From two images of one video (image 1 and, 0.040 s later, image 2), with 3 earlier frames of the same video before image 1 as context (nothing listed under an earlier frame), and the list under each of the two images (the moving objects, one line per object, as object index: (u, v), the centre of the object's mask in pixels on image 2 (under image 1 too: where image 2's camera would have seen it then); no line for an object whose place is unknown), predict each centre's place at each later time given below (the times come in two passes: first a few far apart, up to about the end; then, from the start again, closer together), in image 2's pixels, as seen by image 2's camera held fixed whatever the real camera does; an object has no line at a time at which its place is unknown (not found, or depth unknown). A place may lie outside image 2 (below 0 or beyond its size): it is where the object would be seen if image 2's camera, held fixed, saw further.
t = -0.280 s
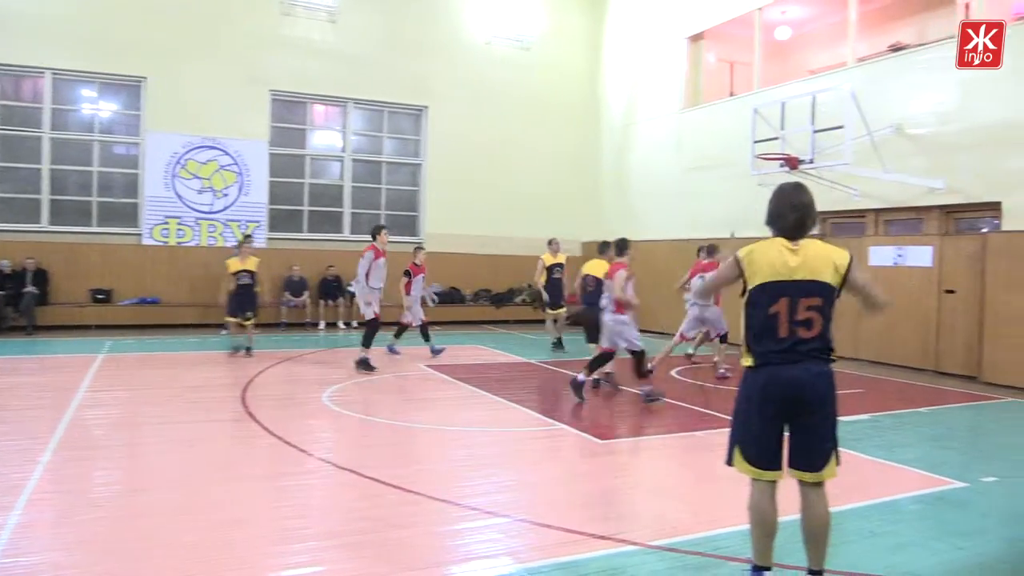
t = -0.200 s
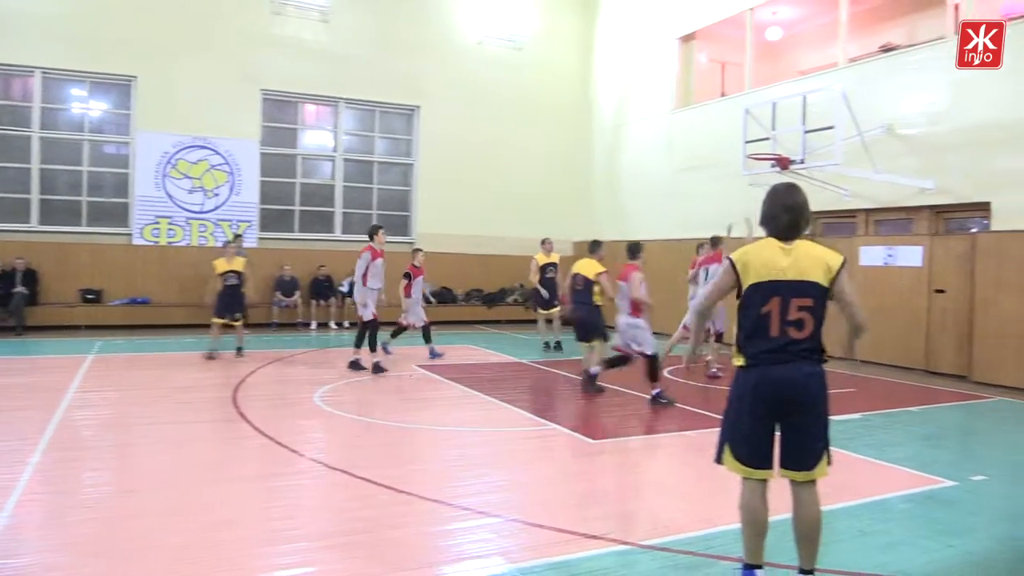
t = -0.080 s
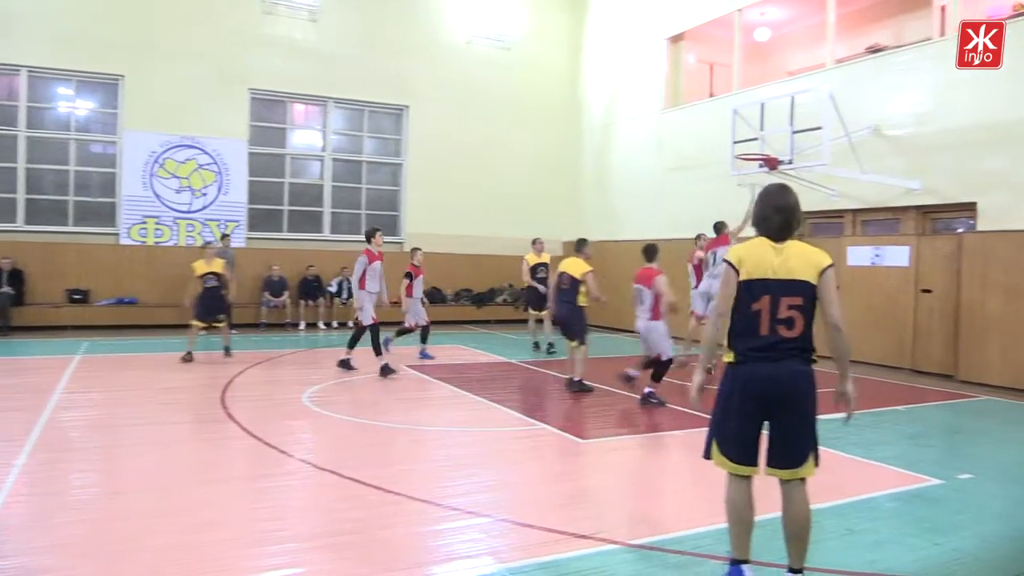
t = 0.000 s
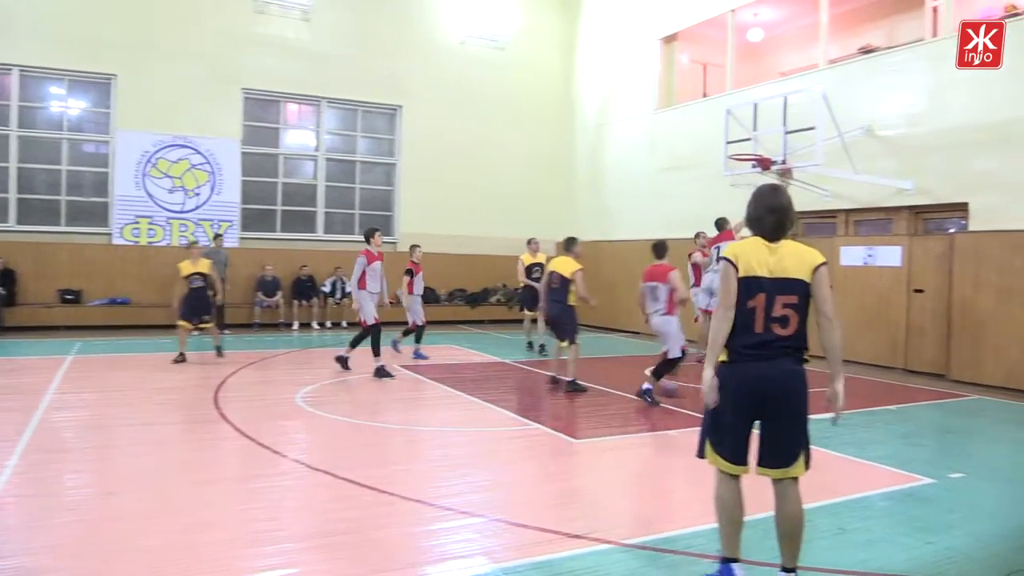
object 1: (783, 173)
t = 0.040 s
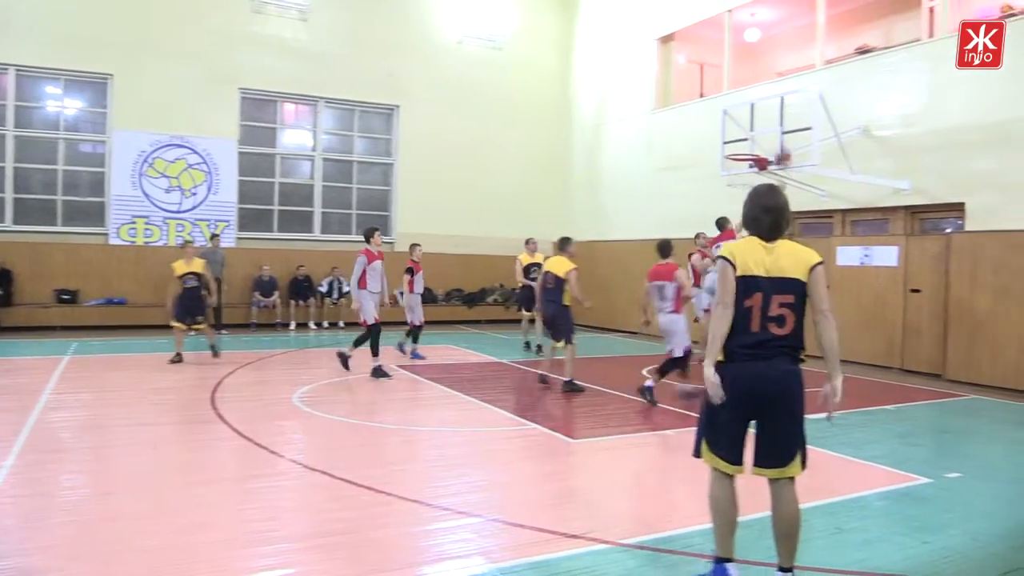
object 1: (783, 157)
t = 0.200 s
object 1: (775, 125)
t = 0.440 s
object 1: (752, 125)
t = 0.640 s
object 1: (739, 147)
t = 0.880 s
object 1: (738, 160)
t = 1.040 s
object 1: (726, 172)
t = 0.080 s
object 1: (783, 145)
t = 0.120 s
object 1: (782, 134)
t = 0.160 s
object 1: (778, 129)
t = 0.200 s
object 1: (775, 125)
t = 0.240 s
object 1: (771, 122)
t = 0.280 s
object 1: (767, 120)
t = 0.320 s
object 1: (763, 119)
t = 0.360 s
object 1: (760, 120)
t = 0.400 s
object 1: (755, 122)
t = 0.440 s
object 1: (752, 125)
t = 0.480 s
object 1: (748, 129)
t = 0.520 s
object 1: (744, 134)
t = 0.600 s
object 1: (738, 146)
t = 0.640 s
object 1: (739, 147)
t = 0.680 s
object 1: (742, 148)
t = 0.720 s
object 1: (744, 150)
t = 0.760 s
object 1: (746, 152)
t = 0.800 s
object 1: (746, 156)
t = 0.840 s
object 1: (743, 158)
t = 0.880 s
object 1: (738, 160)
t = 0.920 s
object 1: (735, 164)
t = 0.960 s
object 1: (731, 168)
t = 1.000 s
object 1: (727, 172)
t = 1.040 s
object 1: (726, 172)
